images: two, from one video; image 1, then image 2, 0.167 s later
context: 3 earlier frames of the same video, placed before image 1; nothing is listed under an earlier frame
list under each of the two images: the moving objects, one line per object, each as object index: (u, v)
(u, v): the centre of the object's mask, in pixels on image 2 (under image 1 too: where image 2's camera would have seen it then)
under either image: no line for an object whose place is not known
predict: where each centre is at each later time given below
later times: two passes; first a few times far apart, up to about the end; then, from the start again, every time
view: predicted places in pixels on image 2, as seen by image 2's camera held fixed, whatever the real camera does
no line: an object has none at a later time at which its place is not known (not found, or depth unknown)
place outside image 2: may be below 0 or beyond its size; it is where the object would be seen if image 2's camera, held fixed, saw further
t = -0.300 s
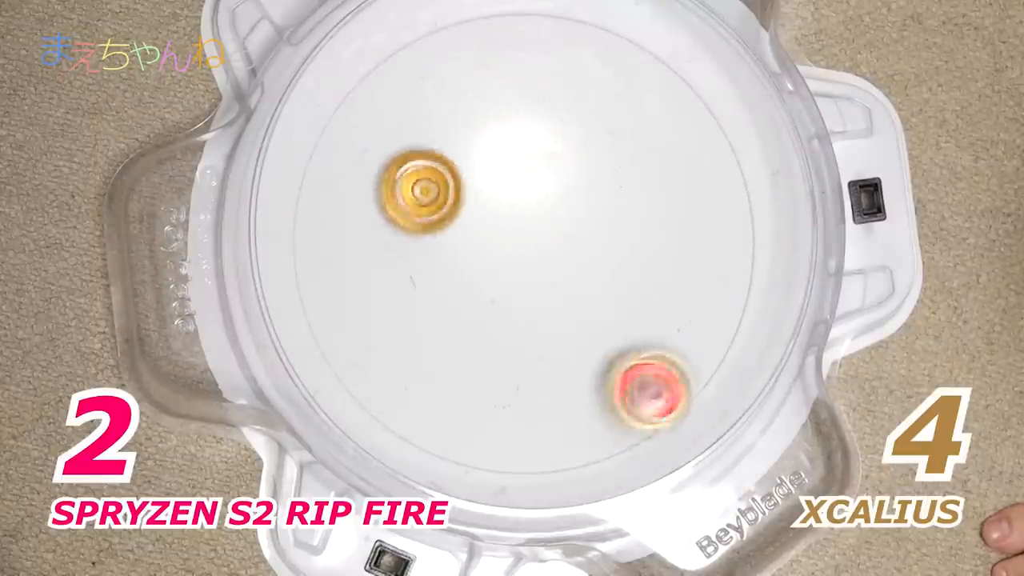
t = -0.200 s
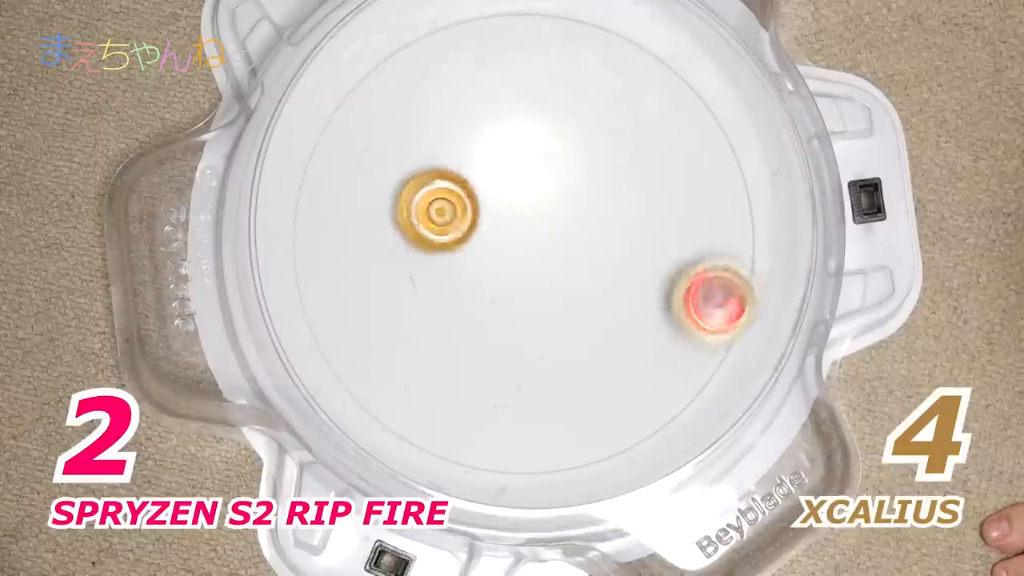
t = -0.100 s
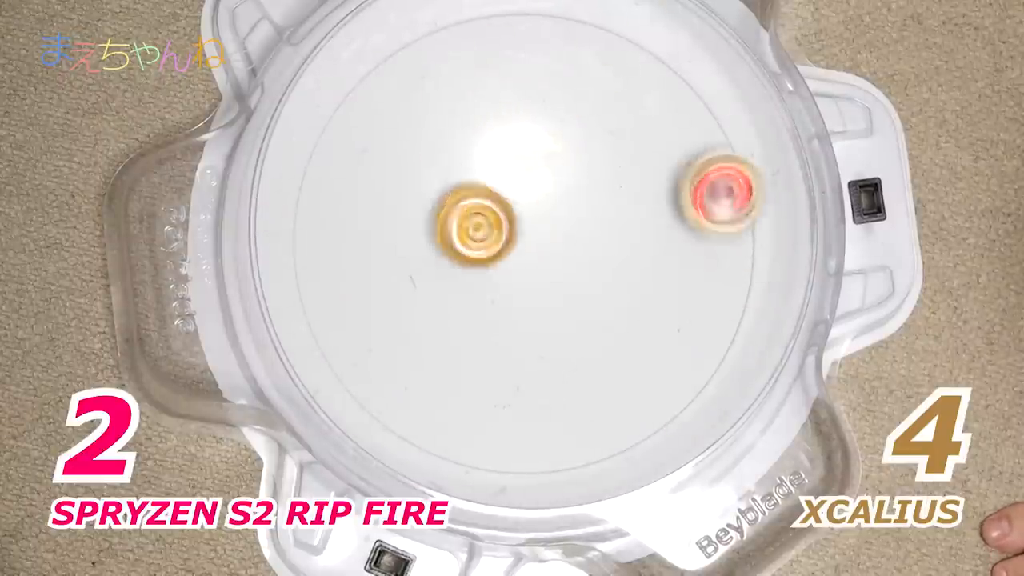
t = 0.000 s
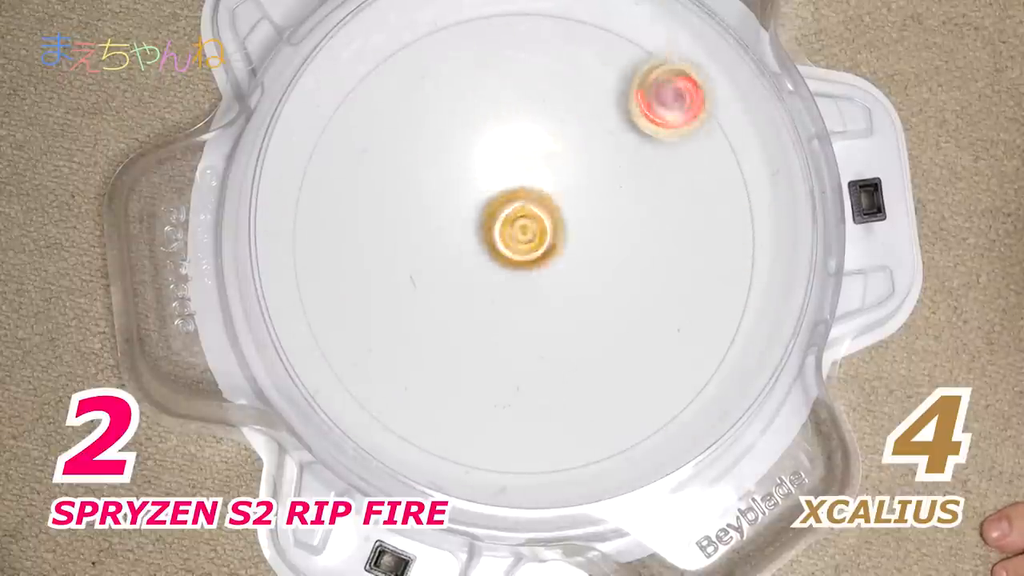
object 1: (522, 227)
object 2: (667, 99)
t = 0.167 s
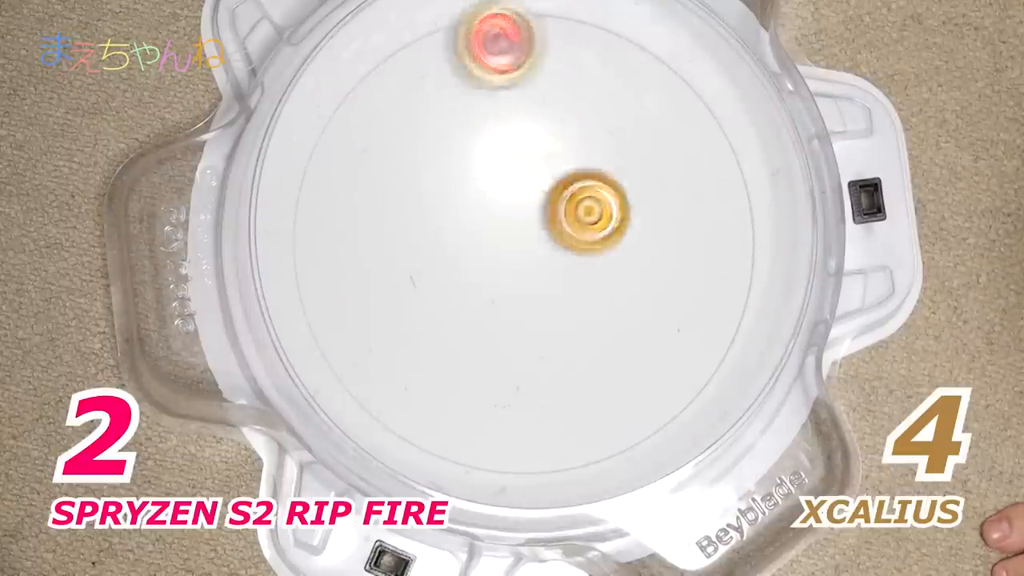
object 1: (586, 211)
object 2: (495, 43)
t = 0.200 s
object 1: (599, 203)
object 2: (459, 52)
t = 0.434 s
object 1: (584, 168)
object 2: (335, 263)
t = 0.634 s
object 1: (533, 228)
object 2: (477, 421)
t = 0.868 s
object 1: (520, 316)
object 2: (695, 323)
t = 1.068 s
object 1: (549, 323)
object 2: (676, 120)
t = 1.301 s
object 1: (526, 249)
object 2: (445, 63)
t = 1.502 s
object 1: (468, 212)
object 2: (335, 239)
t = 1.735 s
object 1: (445, 231)
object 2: (488, 419)
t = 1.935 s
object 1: (511, 237)
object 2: (673, 340)
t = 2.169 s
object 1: (567, 192)
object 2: (661, 118)
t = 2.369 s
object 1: (546, 180)
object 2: (475, 60)
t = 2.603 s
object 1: (527, 243)
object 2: (341, 243)
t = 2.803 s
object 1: (552, 291)
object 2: (462, 402)
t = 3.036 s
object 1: (562, 271)
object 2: (671, 337)
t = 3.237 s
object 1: (522, 242)
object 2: (682, 150)
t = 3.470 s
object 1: (473, 241)
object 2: (482, 63)
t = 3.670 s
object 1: (476, 257)
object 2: (349, 208)
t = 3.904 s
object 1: (519, 245)
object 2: (459, 402)
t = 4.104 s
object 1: (544, 216)
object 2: (646, 366)
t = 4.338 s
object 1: (539, 202)
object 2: (678, 154)
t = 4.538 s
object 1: (522, 205)
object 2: (511, 64)
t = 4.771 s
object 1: (501, 238)
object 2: (349, 204)
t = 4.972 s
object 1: (510, 271)
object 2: (423, 381)
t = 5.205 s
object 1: (532, 266)
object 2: (637, 368)
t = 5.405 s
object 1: (540, 242)
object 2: (690, 197)
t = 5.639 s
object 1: (538, 224)
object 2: (537, 65)
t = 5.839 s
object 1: (533, 212)
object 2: (378, 146)
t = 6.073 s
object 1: (526, 218)
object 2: (401, 350)
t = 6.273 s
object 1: (509, 229)
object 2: (579, 396)
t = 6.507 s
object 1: (497, 241)
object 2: (693, 234)
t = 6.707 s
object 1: (500, 251)
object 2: (599, 90)
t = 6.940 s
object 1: (511, 254)
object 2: (403, 124)
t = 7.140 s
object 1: (519, 255)
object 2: (369, 291)
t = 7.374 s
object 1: (529, 255)
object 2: (527, 401)
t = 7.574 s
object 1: (531, 252)
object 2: (659, 320)
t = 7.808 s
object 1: (533, 245)
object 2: (644, 143)
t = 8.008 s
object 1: (534, 240)
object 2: (501, 86)
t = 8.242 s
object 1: (534, 236)
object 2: (377, 201)
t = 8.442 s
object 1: (530, 234)
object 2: (422, 342)
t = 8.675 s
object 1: (527, 232)
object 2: (587, 365)
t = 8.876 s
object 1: (525, 233)
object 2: (665, 250)
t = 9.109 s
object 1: (520, 239)
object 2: (588, 112)
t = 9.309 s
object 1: (514, 241)
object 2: (448, 123)
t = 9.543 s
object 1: (514, 239)
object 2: (396, 273)
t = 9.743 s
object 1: (523, 242)
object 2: (495, 368)
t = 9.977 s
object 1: (523, 238)
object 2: (629, 318)
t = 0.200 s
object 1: (599, 203)
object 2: (459, 52)
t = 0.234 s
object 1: (604, 193)
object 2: (426, 68)
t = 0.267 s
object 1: (606, 190)
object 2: (395, 89)
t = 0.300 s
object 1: (610, 181)
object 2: (369, 119)
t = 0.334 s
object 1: (607, 172)
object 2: (350, 149)
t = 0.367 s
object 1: (599, 171)
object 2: (338, 187)
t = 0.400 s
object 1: (594, 170)
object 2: (332, 225)
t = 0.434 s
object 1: (584, 168)
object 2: (335, 263)
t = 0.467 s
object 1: (574, 175)
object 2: (344, 299)
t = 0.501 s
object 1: (566, 185)
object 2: (361, 334)
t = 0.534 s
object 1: (555, 191)
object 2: (383, 365)
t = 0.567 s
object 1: (544, 204)
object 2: (411, 390)
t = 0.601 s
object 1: (539, 218)
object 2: (442, 407)
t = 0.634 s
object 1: (533, 228)
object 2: (477, 421)
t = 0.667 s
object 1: (524, 243)
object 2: (515, 426)
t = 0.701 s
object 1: (523, 257)
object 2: (553, 425)
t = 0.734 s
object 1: (520, 266)
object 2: (590, 416)
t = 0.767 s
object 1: (516, 281)
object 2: (623, 400)
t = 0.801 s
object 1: (518, 296)
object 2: (652, 379)
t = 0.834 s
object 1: (520, 304)
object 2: (677, 352)
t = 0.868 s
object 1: (520, 316)
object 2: (695, 323)
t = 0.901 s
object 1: (527, 326)
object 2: (708, 291)
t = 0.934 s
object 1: (532, 328)
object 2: (715, 255)
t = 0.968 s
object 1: (537, 333)
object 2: (715, 219)
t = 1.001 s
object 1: (545, 331)
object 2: (709, 183)
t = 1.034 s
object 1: (546, 325)
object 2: (695, 149)
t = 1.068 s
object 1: (549, 323)
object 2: (676, 120)
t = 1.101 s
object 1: (553, 313)
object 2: (651, 95)
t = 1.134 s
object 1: (549, 306)
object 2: (621, 75)
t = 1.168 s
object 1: (551, 297)
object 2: (588, 60)
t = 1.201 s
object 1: (547, 282)
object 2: (553, 51)
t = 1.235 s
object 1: (540, 273)
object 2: (516, 48)
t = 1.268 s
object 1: (537, 260)
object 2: (479, 53)
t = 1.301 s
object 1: (526, 249)
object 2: (445, 63)
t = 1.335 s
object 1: (518, 243)
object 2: (414, 83)
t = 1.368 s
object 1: (510, 231)
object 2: (387, 105)
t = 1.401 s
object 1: (497, 225)
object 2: (364, 135)
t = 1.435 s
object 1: (490, 219)
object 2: (347, 167)
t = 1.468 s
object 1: (478, 212)
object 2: (338, 201)
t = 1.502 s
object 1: (468, 212)
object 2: (335, 239)
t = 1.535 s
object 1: (460, 207)
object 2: (339, 274)
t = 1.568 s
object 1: (448, 209)
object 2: (349, 309)
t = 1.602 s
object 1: (446, 214)
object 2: (367, 342)
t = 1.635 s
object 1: (441, 216)
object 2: (392, 371)
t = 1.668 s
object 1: (440, 224)
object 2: (420, 393)
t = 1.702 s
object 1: (445, 224)
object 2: (455, 410)
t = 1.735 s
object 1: (445, 231)
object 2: (488, 419)
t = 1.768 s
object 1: (457, 237)
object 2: (523, 421)
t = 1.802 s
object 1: (462, 238)
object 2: (558, 417)
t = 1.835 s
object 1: (476, 244)
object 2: (593, 406)
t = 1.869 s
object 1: (486, 241)
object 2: (625, 389)
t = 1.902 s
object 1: (497, 243)
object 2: (651, 366)
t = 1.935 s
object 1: (511, 237)
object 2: (673, 340)
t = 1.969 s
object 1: (518, 234)
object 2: (690, 310)
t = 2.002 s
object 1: (533, 230)
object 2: (701, 278)
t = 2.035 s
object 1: (540, 222)
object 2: (705, 244)
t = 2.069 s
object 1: (551, 218)
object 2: (702, 210)
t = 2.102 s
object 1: (557, 206)
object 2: (695, 178)
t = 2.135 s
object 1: (561, 202)
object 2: (681, 146)
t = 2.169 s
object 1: (567, 192)
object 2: (661, 118)
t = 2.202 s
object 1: (565, 186)
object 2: (637, 97)
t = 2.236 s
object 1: (567, 179)
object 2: (610, 77)
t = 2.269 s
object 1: (560, 175)
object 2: (578, 64)
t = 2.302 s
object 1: (558, 174)
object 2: (544, 56)
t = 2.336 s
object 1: (550, 174)
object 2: (509, 55)
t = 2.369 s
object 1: (546, 180)
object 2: (475, 60)
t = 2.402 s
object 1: (538, 182)
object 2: (442, 72)
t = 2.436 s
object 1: (533, 193)
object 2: (413, 90)
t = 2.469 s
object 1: (529, 199)
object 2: (387, 112)
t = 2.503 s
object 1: (525, 214)
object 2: (366, 142)
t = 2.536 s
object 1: (525, 221)
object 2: (350, 175)
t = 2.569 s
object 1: (523, 236)
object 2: (342, 209)
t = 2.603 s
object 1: (527, 243)
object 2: (341, 243)
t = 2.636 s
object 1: (525, 256)
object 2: (347, 276)
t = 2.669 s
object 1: (532, 263)
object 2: (360, 309)
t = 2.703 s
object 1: (532, 274)
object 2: (379, 342)
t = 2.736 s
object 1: (540, 280)
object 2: (403, 367)
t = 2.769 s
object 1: (542, 286)
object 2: (432, 390)
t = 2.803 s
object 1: (552, 291)
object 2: (462, 402)
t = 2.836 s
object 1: (554, 292)
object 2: (494, 410)
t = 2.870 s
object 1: (562, 293)
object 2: (530, 413)
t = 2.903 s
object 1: (562, 291)
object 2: (562, 408)
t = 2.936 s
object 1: (567, 288)
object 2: (595, 400)
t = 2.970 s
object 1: (563, 285)
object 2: (625, 383)
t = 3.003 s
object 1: (568, 280)
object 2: (649, 361)
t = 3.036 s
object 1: (562, 271)
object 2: (671, 337)
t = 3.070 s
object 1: (562, 265)
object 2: (689, 307)
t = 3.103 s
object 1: (552, 259)
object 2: (698, 276)
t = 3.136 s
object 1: (550, 253)
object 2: (703, 244)
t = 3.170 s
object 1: (539, 249)
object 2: (702, 211)
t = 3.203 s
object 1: (534, 243)
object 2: (695, 179)
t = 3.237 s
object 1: (522, 242)
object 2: (682, 150)
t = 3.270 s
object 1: (516, 237)
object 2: (664, 122)
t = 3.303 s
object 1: (504, 238)
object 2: (641, 100)
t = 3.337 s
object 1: (499, 235)
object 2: (614, 82)
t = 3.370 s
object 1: (488, 239)
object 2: (583, 68)
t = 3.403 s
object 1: (483, 236)
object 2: (551, 60)
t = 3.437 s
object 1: (475, 242)
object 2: (515, 59)
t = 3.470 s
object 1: (473, 241)
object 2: (482, 63)
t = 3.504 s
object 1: (470, 249)
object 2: (450, 74)
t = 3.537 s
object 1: (468, 247)
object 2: (418, 93)
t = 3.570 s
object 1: (470, 254)
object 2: (393, 114)
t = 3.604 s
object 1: (468, 251)
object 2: (373, 144)
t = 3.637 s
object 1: (475, 257)
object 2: (358, 175)
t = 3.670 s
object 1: (476, 257)
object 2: (349, 208)
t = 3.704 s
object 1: (485, 258)
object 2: (347, 244)
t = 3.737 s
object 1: (485, 259)
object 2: (353, 279)
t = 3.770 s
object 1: (494, 256)
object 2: (363, 308)
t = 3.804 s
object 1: (496, 258)
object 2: (379, 338)
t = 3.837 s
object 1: (506, 252)
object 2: (403, 366)
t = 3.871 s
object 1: (514, 253)
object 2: (430, 387)
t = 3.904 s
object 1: (519, 245)
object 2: (459, 402)
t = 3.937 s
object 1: (529, 242)
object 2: (493, 411)
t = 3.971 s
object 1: (530, 236)
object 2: (525, 414)
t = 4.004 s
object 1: (539, 230)
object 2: (559, 411)
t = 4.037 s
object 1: (538, 227)
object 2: (590, 401)
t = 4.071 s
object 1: (544, 218)
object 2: (622, 387)
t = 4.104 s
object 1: (544, 216)
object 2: (646, 366)
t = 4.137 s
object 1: (546, 207)
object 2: (668, 341)
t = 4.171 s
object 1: (547, 205)
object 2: (685, 312)
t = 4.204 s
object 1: (542, 200)
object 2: (695, 281)
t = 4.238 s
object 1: (547, 199)
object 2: (700, 248)
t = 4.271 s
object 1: (539, 201)
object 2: (698, 217)
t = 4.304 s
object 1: (541, 194)
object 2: (691, 184)
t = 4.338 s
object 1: (539, 202)
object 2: (678, 154)
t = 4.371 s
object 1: (534, 197)
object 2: (658, 125)
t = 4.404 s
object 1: (537, 200)
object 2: (634, 103)
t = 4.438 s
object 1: (529, 202)
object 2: (607, 85)
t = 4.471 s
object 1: (530, 201)
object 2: (577, 72)
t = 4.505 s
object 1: (524, 208)
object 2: (545, 65)
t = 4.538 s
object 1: (522, 205)
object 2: (511, 64)
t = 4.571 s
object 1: (520, 213)
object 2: (478, 66)
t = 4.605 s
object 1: (514, 214)
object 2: (447, 78)
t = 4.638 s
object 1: (516, 218)
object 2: (417, 95)
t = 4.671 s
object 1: (509, 225)
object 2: (392, 116)
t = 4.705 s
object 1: (508, 226)
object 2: (373, 142)
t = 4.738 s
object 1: (505, 236)
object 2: (357, 172)
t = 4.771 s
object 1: (501, 238)
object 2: (349, 204)
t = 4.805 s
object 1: (504, 245)
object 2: (346, 238)
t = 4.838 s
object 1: (498, 252)
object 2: (349, 271)
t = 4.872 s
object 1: (502, 254)
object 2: (360, 304)
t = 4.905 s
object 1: (502, 264)
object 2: (376, 334)
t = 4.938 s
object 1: (503, 264)
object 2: (397, 360)
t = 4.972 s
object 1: (510, 271)
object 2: (423, 381)
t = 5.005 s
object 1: (510, 273)
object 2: (451, 397)
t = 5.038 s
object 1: (515, 273)
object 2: (483, 407)
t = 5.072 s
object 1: (520, 277)
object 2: (516, 410)
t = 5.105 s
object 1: (518, 274)
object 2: (550, 408)
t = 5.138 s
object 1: (526, 273)
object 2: (581, 400)
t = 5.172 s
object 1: (527, 274)
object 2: (611, 386)
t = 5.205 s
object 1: (532, 266)
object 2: (637, 368)
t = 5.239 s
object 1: (536, 264)
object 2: (658, 343)
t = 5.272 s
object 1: (534, 261)
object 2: (677, 317)
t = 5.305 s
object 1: (537, 253)
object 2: (688, 289)
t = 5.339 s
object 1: (539, 254)
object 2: (695, 258)
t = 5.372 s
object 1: (535, 249)
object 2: (695, 229)
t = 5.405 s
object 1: (540, 242)
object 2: (690, 197)
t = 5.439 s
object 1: (539, 244)
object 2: (682, 167)
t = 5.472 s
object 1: (537, 236)
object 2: (666, 141)
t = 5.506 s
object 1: (542, 234)
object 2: (647, 117)
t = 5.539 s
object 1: (539, 234)
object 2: (623, 98)
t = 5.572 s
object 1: (539, 226)
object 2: (596, 81)
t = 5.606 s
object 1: (542, 227)
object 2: (569, 71)
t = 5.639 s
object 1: (538, 224)
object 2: (537, 65)
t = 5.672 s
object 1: (541, 218)
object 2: (506, 65)
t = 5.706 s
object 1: (542, 220)
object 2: (476, 70)
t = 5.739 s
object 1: (536, 216)
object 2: (447, 82)
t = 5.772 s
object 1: (540, 213)
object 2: (421, 98)
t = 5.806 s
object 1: (536, 216)
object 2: (397, 120)
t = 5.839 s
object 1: (533, 212)
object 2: (378, 146)
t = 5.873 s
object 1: (536, 214)
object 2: (364, 176)
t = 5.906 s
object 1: (530, 216)
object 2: (356, 205)
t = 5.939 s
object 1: (530, 210)
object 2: (355, 237)
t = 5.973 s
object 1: (532, 217)
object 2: (358, 269)
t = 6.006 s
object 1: (523, 218)
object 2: (368, 299)
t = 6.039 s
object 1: (525, 212)
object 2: (383, 327)
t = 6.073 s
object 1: (526, 218)
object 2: (401, 350)
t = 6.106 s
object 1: (518, 220)
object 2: (427, 374)
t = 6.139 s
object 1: (517, 217)
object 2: (453, 390)
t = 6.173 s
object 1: (516, 222)
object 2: (484, 400)
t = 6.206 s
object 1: (511, 224)
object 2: (516, 404)
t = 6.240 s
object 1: (512, 223)
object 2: (547, 402)
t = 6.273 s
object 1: (509, 229)
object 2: (579, 396)
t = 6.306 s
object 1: (505, 229)
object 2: (607, 385)
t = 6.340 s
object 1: (507, 229)
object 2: (633, 366)
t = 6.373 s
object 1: (505, 235)
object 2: (655, 346)
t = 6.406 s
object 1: (500, 235)
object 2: (671, 322)
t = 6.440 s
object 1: (502, 236)
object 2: (684, 292)
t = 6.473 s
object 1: (501, 241)
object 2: (692, 263)
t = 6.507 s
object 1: (497, 241)
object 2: (693, 234)
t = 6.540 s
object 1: (501, 242)
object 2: (689, 204)
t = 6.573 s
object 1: (500, 248)
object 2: (681, 175)
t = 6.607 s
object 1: (498, 247)
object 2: (666, 151)
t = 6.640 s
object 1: (502, 247)
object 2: (646, 124)
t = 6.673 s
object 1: (502, 252)
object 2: (625, 105)
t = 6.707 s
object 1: (500, 251)
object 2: (599, 90)
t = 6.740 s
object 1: (503, 250)
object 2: (570, 80)
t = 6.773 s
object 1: (505, 254)
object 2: (540, 74)
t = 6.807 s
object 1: (504, 254)
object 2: (509, 74)
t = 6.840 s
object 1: (507, 253)
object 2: (479, 78)
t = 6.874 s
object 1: (509, 255)
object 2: (452, 88)
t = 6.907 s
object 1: (508, 255)
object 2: (426, 104)
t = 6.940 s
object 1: (511, 254)
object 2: (403, 124)
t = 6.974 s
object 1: (513, 256)
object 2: (385, 148)
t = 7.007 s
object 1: (512, 255)
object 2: (370, 175)
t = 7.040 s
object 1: (516, 253)
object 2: (363, 205)
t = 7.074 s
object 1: (520, 255)
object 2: (359, 233)
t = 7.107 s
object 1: (518, 256)
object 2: (360, 262)
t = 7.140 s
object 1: (519, 255)
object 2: (369, 291)
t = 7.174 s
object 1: (521, 254)
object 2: (380, 317)
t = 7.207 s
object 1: (522, 255)
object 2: (397, 343)
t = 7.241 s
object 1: (523, 255)
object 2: (417, 364)
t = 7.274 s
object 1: (526, 255)
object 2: (442, 381)
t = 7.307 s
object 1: (526, 257)
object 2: (468, 393)
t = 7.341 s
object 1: (526, 256)
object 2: (499, 399)
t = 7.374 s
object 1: (529, 255)
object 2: (527, 401)
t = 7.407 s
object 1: (530, 256)
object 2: (554, 398)
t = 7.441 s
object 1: (529, 256)
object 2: (580, 389)
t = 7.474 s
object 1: (530, 254)
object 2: (605, 377)
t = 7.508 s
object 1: (530, 254)
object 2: (626, 362)
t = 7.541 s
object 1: (530, 254)
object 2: (645, 341)
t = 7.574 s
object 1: (531, 252)
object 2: (659, 320)
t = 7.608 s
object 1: (532, 252)
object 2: (671, 293)
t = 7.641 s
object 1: (531, 252)
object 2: (678, 266)
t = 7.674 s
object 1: (531, 250)
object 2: (680, 241)
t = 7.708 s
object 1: (533, 248)
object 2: (677, 213)
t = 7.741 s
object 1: (532, 248)
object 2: (670, 189)
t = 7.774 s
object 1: (532, 247)
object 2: (659, 164)
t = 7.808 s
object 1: (533, 245)
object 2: (644, 143)
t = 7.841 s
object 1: (534, 245)
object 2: (626, 124)
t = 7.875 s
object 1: (534, 243)
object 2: (604, 107)
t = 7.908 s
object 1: (534, 242)
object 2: (579, 95)
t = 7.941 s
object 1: (535, 242)
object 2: (553, 88)
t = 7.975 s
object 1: (535, 241)
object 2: (527, 85)
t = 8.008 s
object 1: (534, 240)
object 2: (501, 86)
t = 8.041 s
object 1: (536, 239)
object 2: (474, 93)
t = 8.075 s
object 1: (536, 239)
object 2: (451, 102)
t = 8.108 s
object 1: (535, 239)
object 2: (429, 117)
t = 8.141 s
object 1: (535, 238)
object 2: (412, 133)
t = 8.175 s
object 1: (535, 238)
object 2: (396, 154)
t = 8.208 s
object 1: (535, 237)
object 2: (384, 177)
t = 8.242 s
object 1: (534, 236)
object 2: (377, 201)
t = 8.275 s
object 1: (534, 236)
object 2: (374, 225)
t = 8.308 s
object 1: (534, 236)
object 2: (375, 253)
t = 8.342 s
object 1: (533, 236)
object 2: (381, 280)
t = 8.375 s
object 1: (532, 235)
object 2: (390, 302)
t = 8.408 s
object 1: (531, 235)
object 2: (403, 324)
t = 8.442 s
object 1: (530, 234)
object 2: (422, 342)
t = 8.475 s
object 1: (529, 233)
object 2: (442, 359)
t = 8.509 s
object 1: (530, 233)
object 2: (464, 370)
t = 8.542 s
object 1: (528, 234)
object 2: (489, 378)
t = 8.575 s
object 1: (527, 234)
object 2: (514, 380)
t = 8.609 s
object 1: (526, 232)
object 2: (540, 379)
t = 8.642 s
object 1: (527, 232)
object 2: (564, 374)
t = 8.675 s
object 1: (527, 232)
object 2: (587, 365)
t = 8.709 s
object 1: (526, 233)
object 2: (608, 352)
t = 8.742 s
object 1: (526, 233)
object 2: (626, 336)
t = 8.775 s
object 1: (525, 233)
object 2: (640, 317)
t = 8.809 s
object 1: (524, 232)
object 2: (652, 296)
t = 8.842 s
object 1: (525, 232)
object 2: (661, 273)
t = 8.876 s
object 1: (525, 233)
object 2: (665, 250)
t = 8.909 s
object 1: (525, 234)
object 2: (665, 226)
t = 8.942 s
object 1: (523, 234)
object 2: (661, 203)
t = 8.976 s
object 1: (523, 234)
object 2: (653, 180)
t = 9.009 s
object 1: (522, 234)
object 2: (642, 160)
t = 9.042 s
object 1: (523, 234)
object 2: (626, 140)
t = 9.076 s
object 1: (522, 237)
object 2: (607, 124)
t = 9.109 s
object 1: (520, 239)
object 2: (588, 112)
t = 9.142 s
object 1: (518, 239)
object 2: (565, 104)
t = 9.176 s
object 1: (517, 238)
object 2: (541, 99)
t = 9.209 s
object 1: (519, 238)
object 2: (516, 98)
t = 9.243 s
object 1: (519, 242)
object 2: (492, 102)
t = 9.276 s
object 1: (515, 244)
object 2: (469, 110)
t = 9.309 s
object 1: (514, 241)
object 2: (448, 123)
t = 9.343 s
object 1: (515, 240)
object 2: (430, 138)
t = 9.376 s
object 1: (516, 240)
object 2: (414, 157)
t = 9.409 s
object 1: (518, 241)
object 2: (401, 179)
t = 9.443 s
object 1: (519, 243)
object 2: (395, 201)
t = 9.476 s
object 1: (516, 246)
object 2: (391, 226)
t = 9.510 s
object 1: (512, 244)
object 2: (392, 250)
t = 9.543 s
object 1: (514, 239)
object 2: (396, 273)
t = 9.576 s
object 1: (519, 241)
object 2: (404, 295)
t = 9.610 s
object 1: (519, 243)
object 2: (418, 317)
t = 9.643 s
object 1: (518, 243)
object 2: (433, 335)
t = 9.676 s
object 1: (518, 241)
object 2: (452, 350)
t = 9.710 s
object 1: (521, 239)
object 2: (472, 361)
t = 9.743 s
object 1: (523, 242)
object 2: (495, 368)
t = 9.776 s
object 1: (519, 243)
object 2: (517, 371)
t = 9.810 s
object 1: (520, 238)
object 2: (539, 371)
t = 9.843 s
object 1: (525, 237)
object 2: (560, 367)
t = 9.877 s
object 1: (526, 243)
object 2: (581, 359)
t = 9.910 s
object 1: (521, 244)
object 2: (599, 348)
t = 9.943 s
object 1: (520, 241)
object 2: (615, 334)
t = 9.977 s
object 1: (523, 238)
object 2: (629, 318)
